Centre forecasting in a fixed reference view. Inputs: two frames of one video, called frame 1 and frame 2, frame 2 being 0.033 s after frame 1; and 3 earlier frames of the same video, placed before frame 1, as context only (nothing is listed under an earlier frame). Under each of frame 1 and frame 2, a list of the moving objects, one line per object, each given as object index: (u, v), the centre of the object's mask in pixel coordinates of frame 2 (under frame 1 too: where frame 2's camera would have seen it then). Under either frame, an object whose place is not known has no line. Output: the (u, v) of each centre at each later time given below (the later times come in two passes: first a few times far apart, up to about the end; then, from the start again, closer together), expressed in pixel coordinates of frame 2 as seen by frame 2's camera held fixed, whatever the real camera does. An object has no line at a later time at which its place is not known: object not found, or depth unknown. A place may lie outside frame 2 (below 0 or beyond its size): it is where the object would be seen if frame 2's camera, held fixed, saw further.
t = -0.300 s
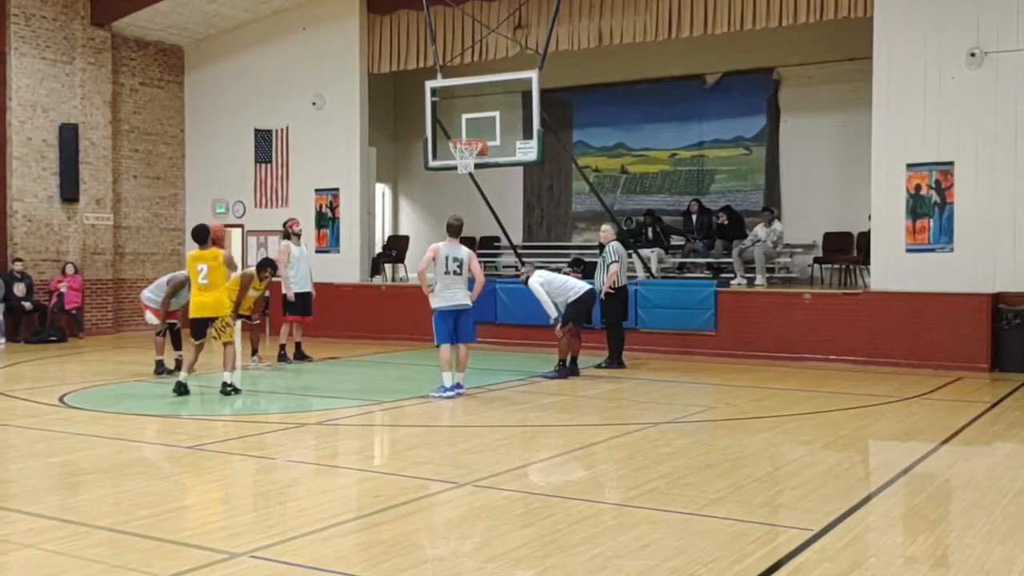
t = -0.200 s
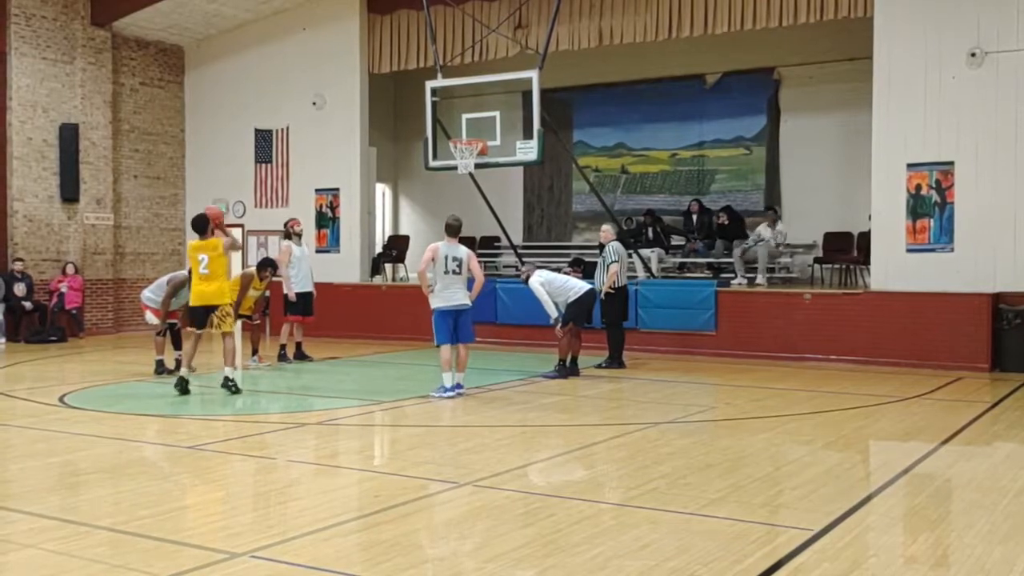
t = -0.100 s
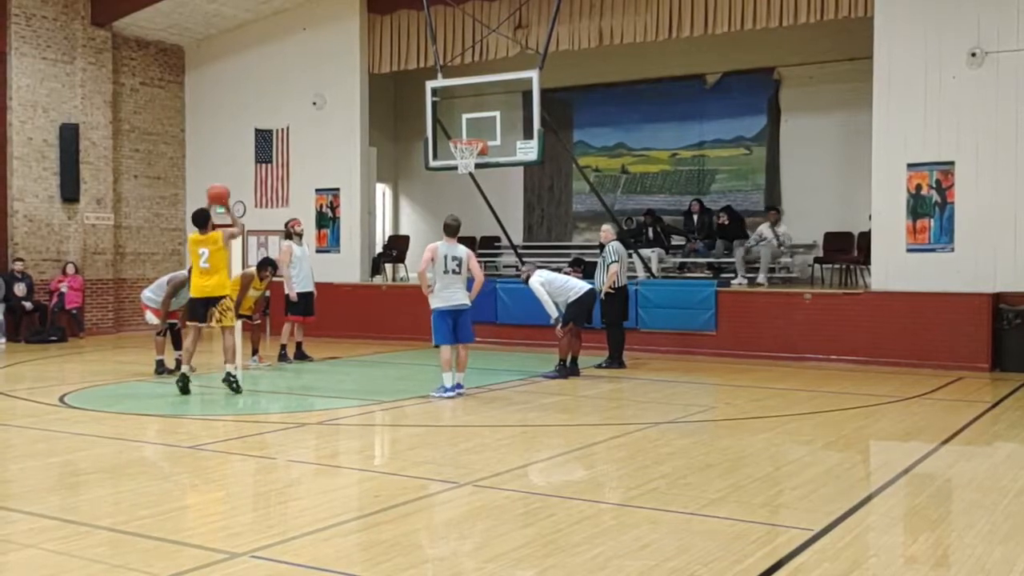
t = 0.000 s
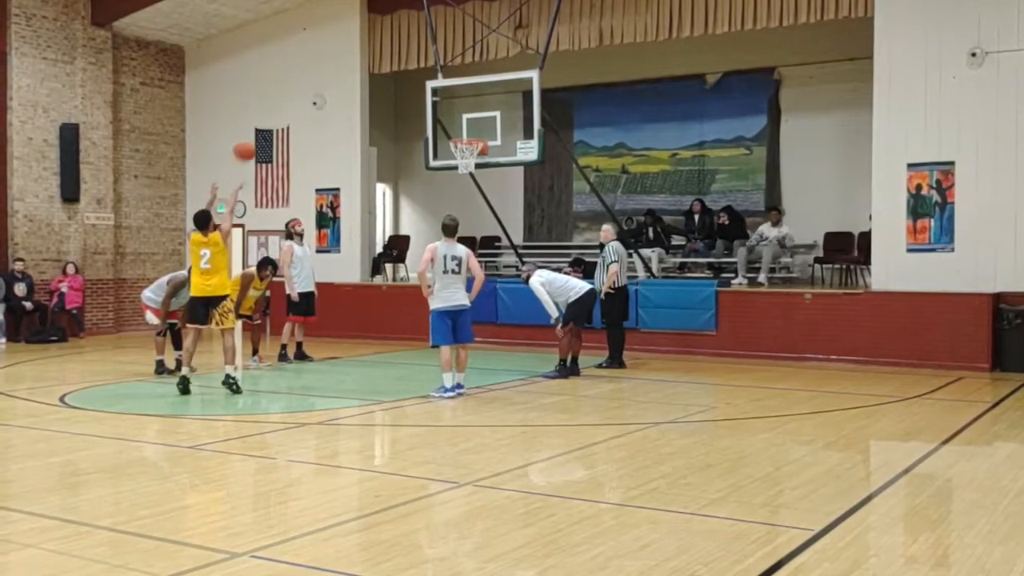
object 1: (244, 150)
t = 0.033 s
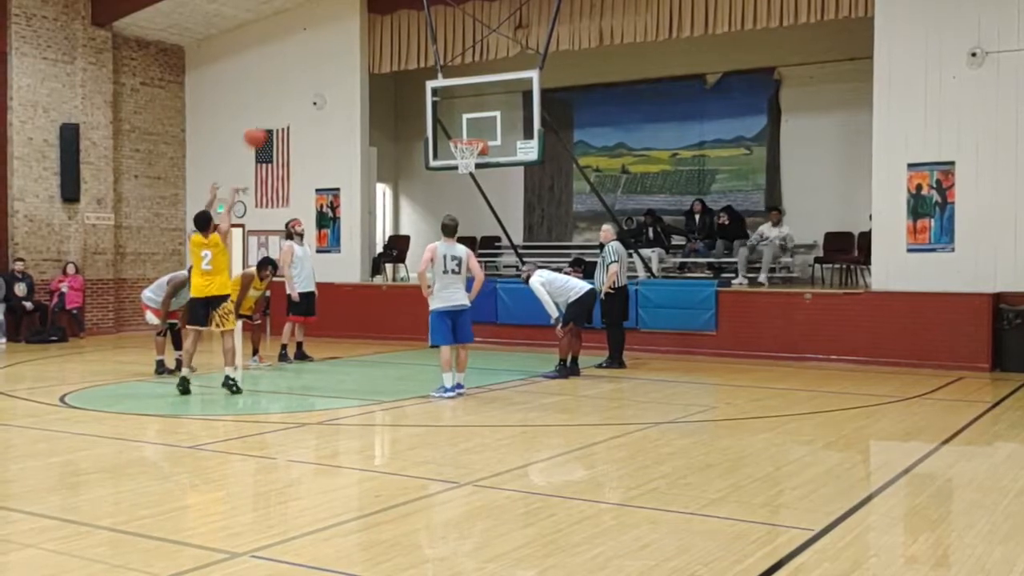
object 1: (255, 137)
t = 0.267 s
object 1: (321, 76)
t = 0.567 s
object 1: (395, 70)
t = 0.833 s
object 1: (450, 119)
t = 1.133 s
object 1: (460, 144)
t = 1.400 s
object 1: (479, 179)
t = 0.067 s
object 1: (264, 125)
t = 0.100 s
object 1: (275, 113)
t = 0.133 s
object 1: (284, 102)
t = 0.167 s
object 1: (293, 95)
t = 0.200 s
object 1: (303, 87)
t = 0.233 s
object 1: (312, 81)
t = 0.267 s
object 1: (321, 76)
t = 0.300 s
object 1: (330, 71)
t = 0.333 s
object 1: (338, 68)
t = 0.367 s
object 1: (347, 65)
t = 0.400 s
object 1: (355, 64)
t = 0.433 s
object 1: (363, 64)
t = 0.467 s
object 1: (372, 63)
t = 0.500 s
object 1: (379, 65)
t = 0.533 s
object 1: (386, 66)
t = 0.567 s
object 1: (395, 70)
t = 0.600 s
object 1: (402, 73)
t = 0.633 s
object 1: (409, 78)
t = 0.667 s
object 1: (416, 82)
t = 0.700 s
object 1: (423, 89)
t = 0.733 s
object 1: (431, 96)
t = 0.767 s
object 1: (438, 102)
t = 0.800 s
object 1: (444, 110)
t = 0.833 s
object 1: (450, 119)
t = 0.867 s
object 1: (456, 129)
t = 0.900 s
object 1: (462, 131)
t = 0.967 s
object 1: (472, 137)
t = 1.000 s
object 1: (470, 137)
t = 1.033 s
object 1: (465, 137)
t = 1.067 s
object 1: (459, 140)
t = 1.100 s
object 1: (457, 142)
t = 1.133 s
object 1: (460, 144)
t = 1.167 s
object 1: (459, 145)
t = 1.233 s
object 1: (467, 151)
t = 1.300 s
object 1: (475, 168)
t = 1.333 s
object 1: (476, 170)
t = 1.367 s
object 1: (478, 173)
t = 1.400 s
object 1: (479, 179)
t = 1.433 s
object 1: (481, 185)
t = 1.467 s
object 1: (483, 193)
